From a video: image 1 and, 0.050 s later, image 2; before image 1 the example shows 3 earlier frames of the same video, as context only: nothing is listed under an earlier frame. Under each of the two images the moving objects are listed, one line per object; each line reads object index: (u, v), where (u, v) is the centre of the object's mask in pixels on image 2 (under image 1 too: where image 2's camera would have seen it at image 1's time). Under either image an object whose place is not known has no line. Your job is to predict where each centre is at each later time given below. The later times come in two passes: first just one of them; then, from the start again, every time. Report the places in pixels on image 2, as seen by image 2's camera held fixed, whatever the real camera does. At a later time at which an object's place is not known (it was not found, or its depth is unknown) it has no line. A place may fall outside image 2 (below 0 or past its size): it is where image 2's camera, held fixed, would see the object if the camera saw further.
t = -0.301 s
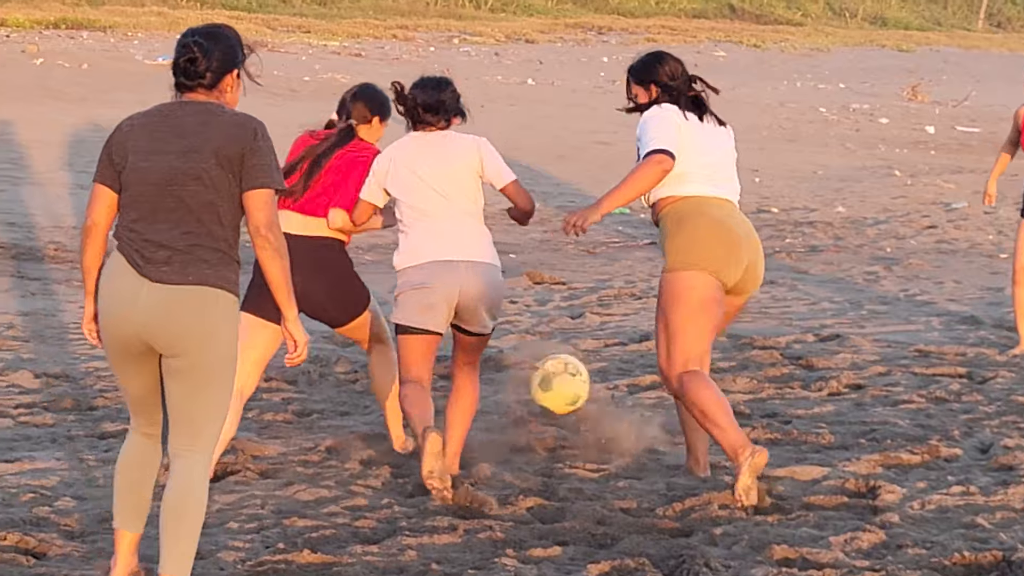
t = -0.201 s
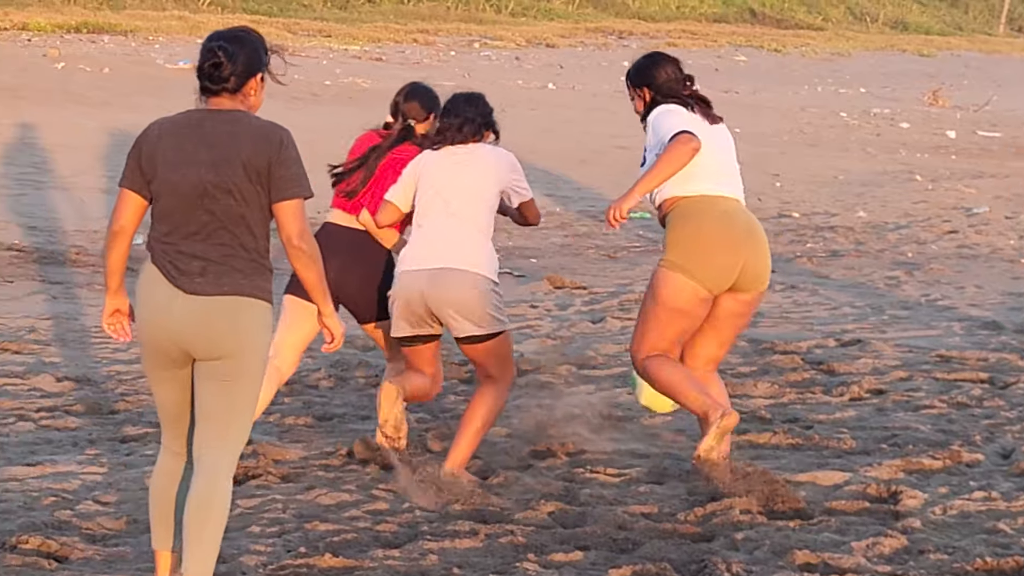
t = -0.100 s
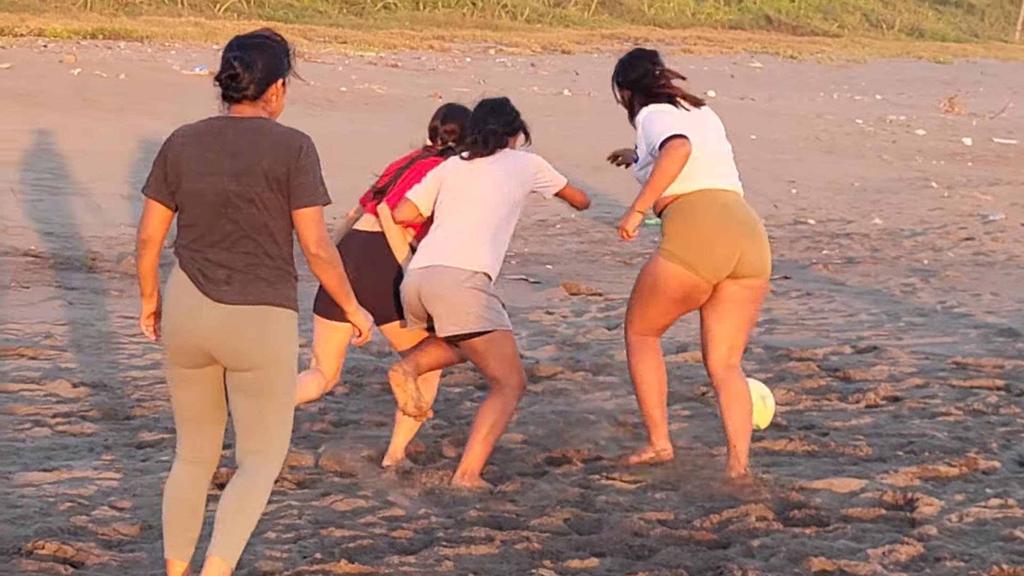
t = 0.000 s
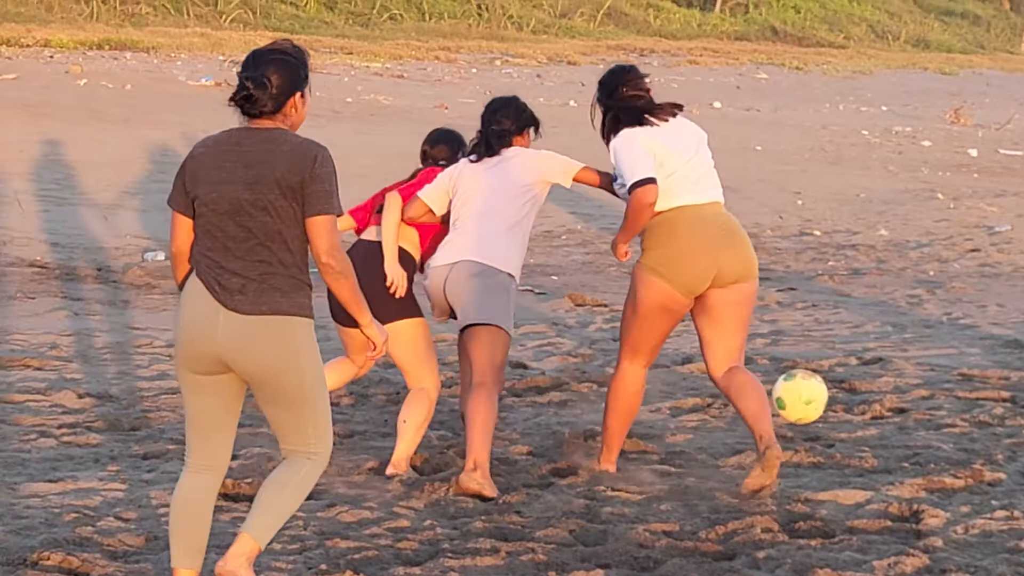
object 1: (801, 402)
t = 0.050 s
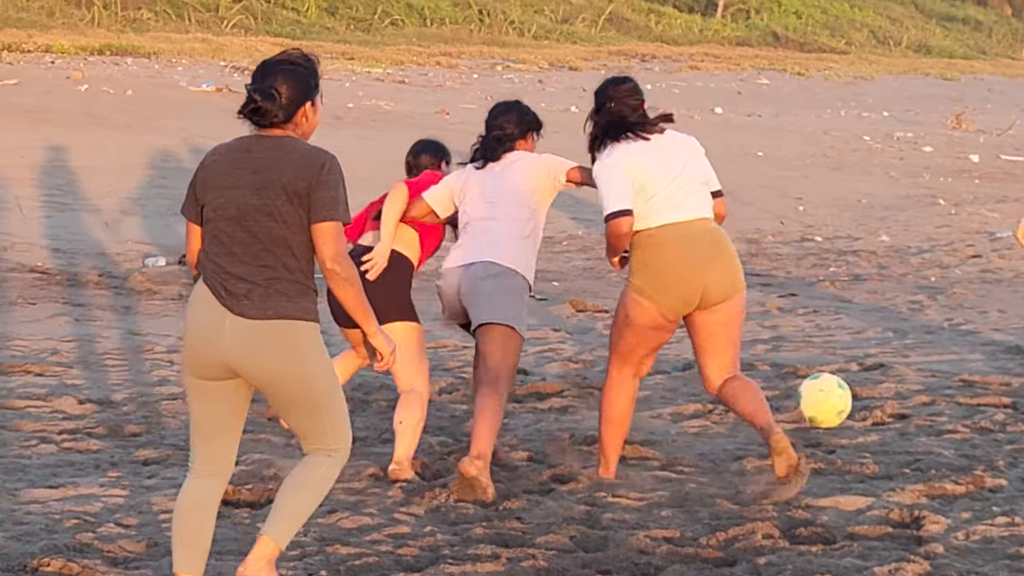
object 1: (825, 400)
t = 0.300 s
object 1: (922, 393)
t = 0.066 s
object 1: (832, 401)
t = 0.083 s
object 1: (839, 402)
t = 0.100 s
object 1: (847, 405)
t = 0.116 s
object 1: (854, 407)
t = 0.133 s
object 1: (861, 408)
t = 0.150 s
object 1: (867, 407)
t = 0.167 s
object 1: (874, 405)
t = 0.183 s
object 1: (880, 403)
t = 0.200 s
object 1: (886, 401)
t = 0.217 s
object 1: (892, 400)
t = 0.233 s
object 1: (899, 399)
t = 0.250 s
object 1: (905, 398)
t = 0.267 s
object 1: (912, 398)
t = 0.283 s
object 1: (917, 396)
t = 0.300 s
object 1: (922, 393)
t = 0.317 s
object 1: (928, 390)
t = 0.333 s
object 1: (933, 388)
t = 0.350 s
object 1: (938, 386)
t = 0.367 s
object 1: (943, 386)
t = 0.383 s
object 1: (948, 385)
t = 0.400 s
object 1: (953, 385)
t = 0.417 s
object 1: (958, 386)
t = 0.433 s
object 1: (963, 387)
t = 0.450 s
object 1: (967, 388)
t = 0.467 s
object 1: (972, 388)
